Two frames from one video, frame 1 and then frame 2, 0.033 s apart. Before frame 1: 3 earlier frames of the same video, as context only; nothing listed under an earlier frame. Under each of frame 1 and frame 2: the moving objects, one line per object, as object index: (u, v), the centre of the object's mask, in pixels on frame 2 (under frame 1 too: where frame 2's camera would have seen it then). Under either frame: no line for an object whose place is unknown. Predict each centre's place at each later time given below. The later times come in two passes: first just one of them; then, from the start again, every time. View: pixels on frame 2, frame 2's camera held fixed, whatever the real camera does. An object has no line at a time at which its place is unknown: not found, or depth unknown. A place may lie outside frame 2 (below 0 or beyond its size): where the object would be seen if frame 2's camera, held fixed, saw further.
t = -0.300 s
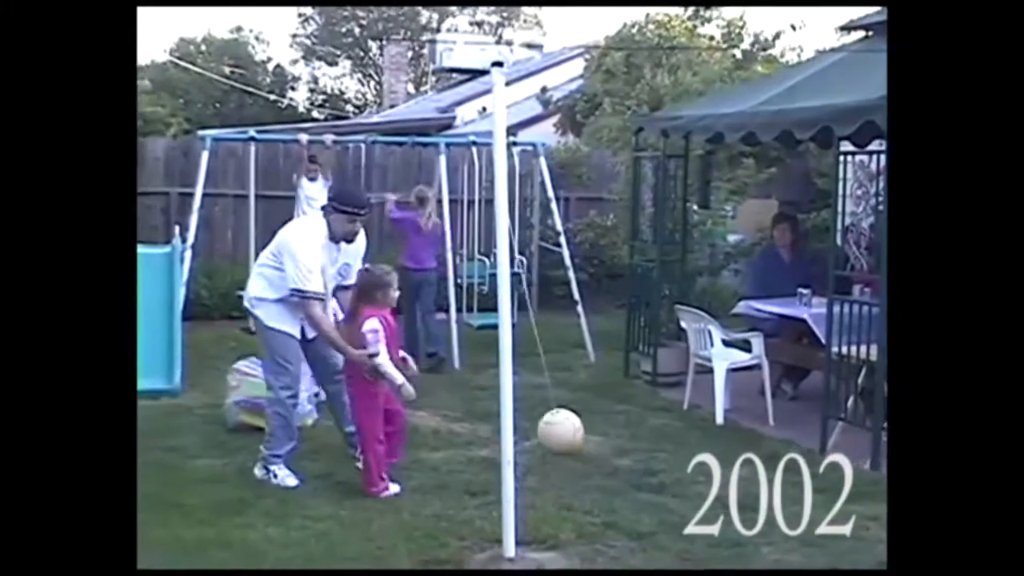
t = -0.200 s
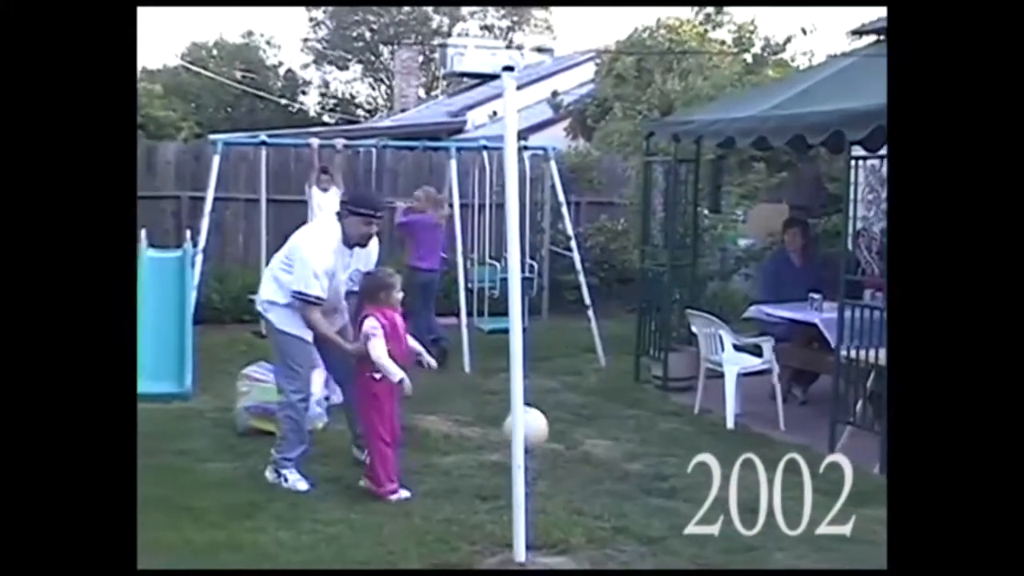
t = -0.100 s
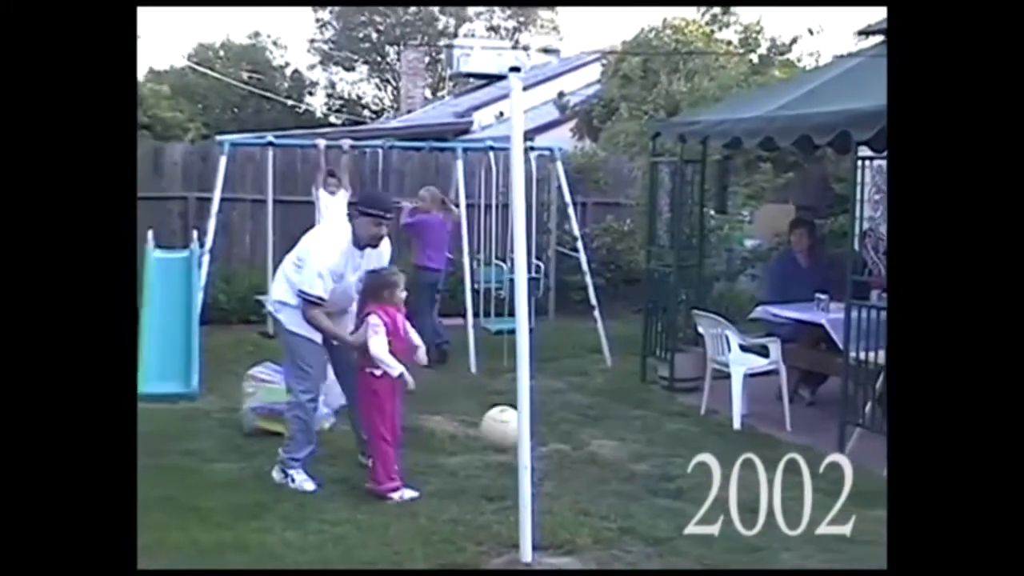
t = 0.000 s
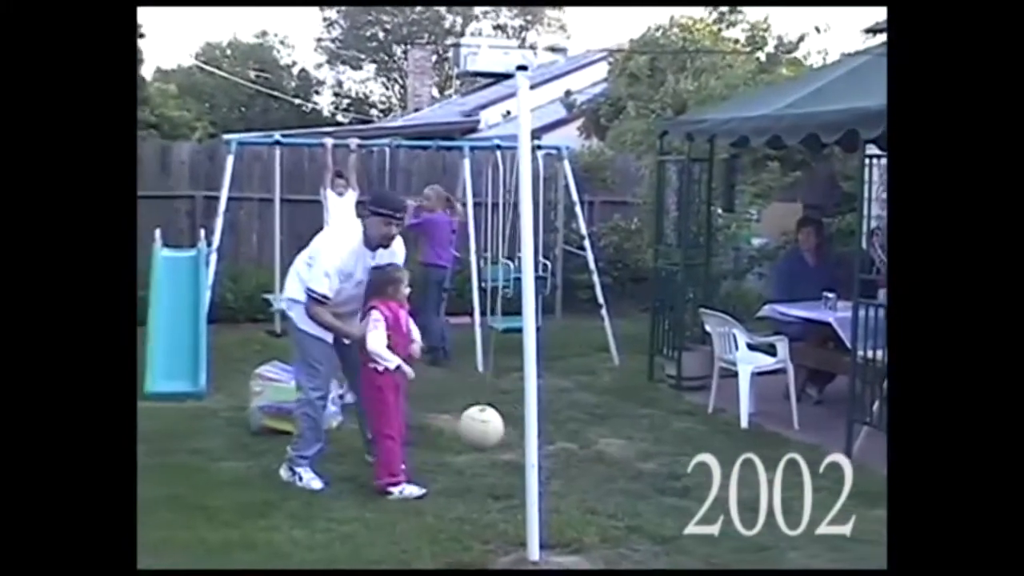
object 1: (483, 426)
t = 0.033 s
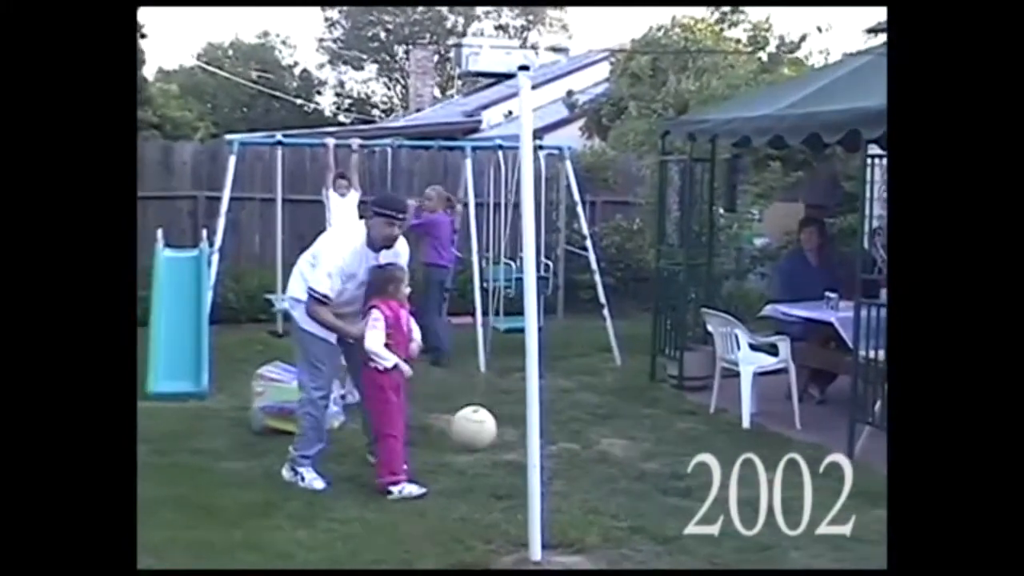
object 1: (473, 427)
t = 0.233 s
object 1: (426, 438)
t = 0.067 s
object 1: (465, 429)
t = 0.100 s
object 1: (456, 430)
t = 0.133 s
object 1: (447, 432)
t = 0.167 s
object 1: (439, 434)
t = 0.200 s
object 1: (432, 436)
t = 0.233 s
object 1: (426, 438)
